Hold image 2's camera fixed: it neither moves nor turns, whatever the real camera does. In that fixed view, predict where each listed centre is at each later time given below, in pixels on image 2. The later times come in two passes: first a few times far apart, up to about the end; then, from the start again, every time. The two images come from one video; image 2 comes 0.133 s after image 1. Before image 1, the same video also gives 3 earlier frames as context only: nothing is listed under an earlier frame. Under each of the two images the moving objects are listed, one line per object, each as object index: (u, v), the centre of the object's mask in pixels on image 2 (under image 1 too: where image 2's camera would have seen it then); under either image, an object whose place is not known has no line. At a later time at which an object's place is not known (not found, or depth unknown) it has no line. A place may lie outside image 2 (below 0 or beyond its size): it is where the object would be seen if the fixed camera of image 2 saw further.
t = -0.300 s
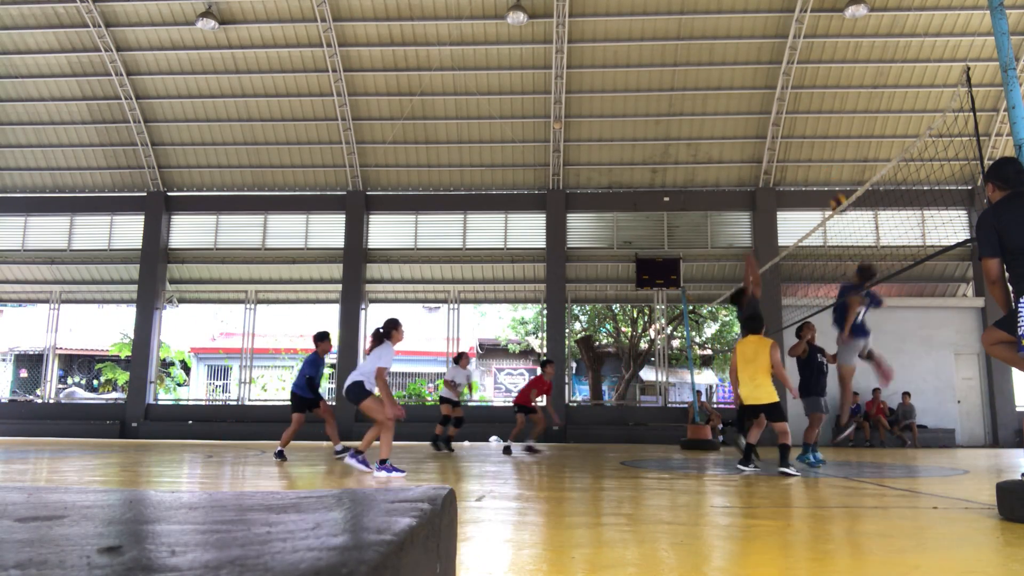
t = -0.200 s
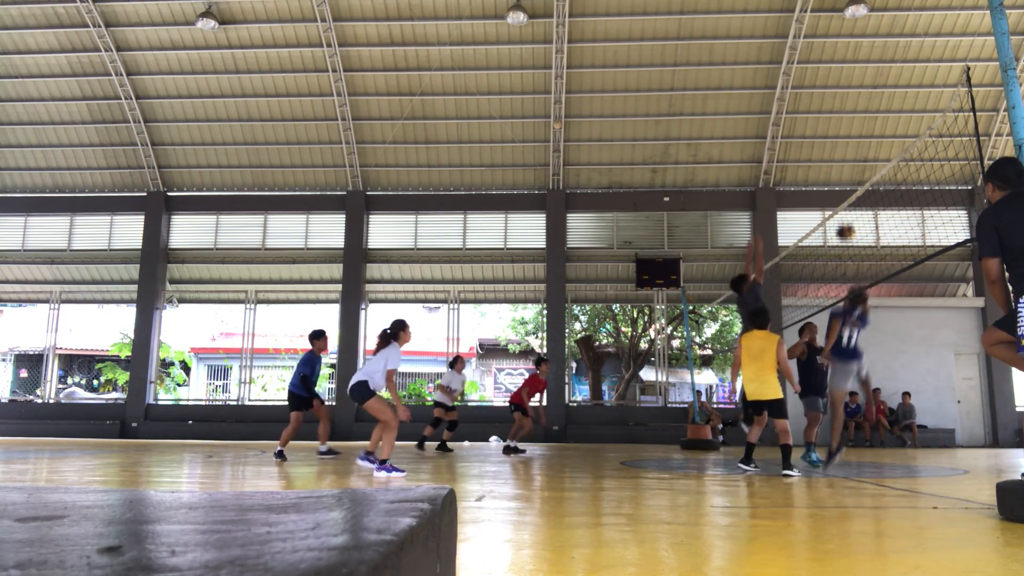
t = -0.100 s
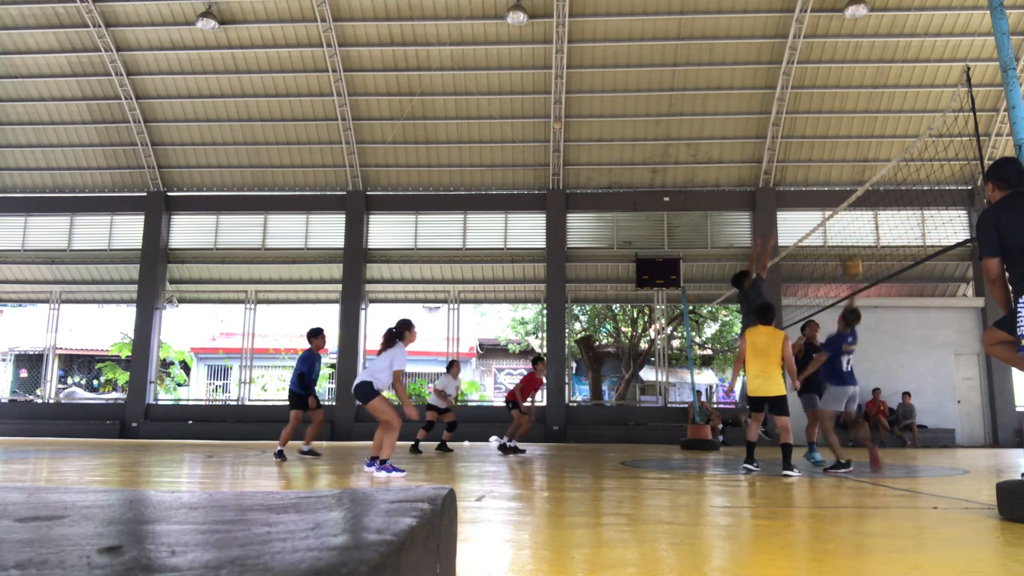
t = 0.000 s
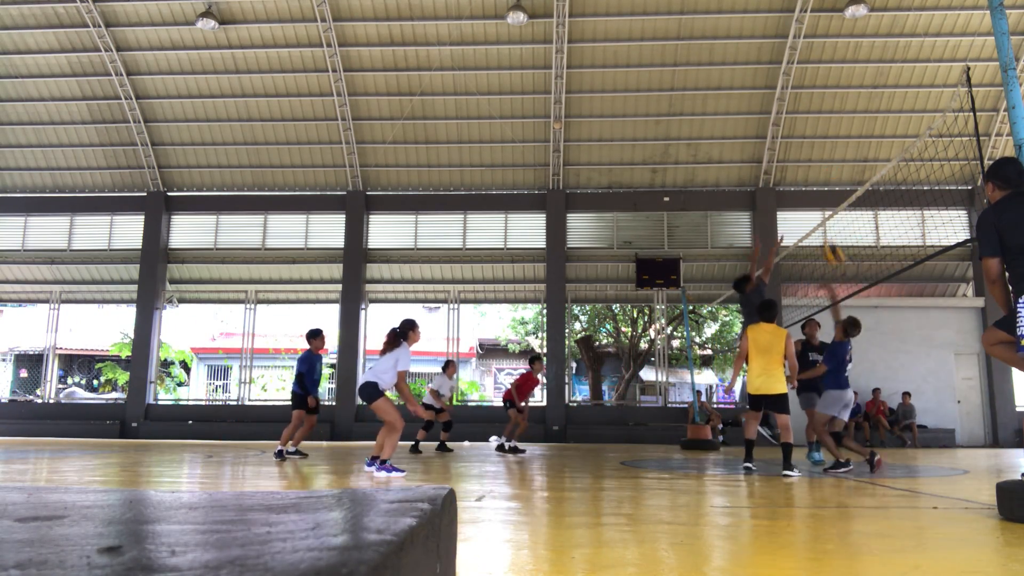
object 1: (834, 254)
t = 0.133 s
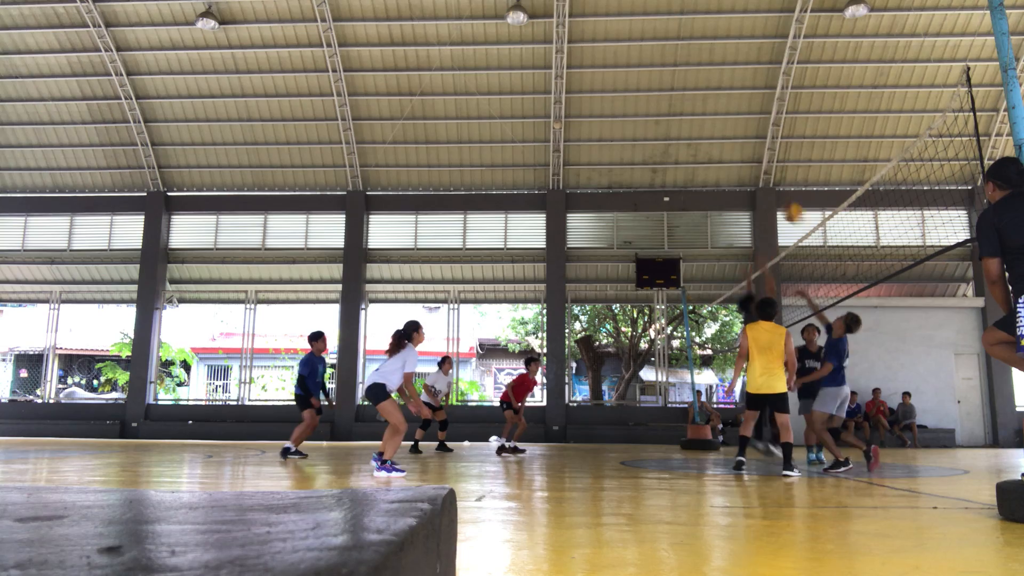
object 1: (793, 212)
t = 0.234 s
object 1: (765, 194)
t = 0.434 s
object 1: (708, 179)
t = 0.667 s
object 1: (644, 206)
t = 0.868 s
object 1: (586, 269)
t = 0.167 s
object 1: (785, 205)
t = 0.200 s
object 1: (774, 200)
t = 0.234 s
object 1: (765, 194)
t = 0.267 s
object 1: (756, 190)
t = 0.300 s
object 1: (746, 185)
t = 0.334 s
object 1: (737, 182)
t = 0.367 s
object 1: (727, 180)
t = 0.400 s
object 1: (717, 179)
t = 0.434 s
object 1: (708, 179)
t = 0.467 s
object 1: (699, 181)
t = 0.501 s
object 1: (690, 183)
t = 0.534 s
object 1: (679, 186)
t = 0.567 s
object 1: (670, 190)
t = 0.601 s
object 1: (663, 194)
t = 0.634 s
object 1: (654, 200)
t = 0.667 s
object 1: (644, 206)
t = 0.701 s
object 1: (634, 215)
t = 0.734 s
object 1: (624, 224)
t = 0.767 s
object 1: (614, 234)
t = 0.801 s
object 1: (604, 245)
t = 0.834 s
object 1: (595, 256)
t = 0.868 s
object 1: (586, 269)
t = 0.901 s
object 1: (575, 284)
